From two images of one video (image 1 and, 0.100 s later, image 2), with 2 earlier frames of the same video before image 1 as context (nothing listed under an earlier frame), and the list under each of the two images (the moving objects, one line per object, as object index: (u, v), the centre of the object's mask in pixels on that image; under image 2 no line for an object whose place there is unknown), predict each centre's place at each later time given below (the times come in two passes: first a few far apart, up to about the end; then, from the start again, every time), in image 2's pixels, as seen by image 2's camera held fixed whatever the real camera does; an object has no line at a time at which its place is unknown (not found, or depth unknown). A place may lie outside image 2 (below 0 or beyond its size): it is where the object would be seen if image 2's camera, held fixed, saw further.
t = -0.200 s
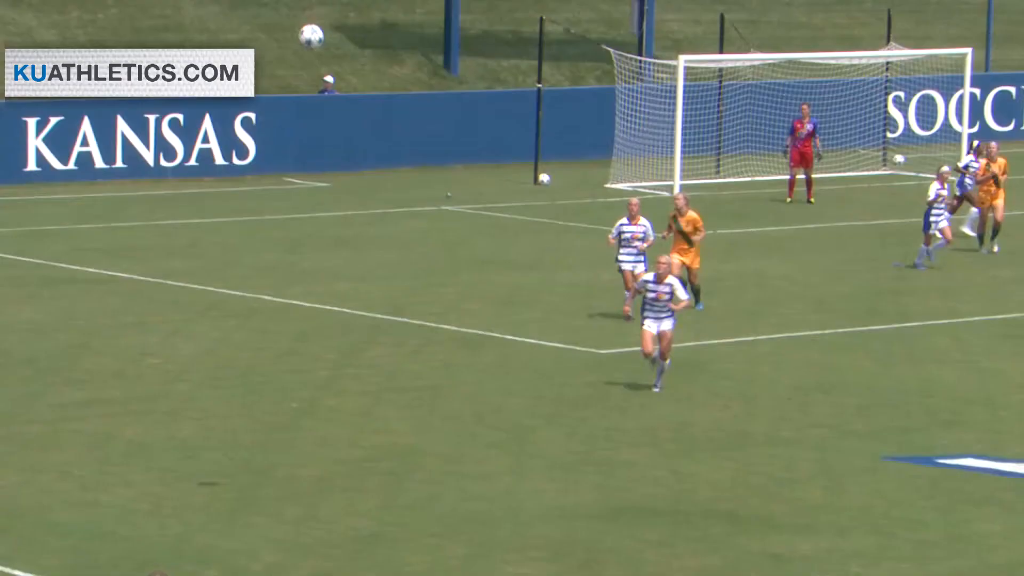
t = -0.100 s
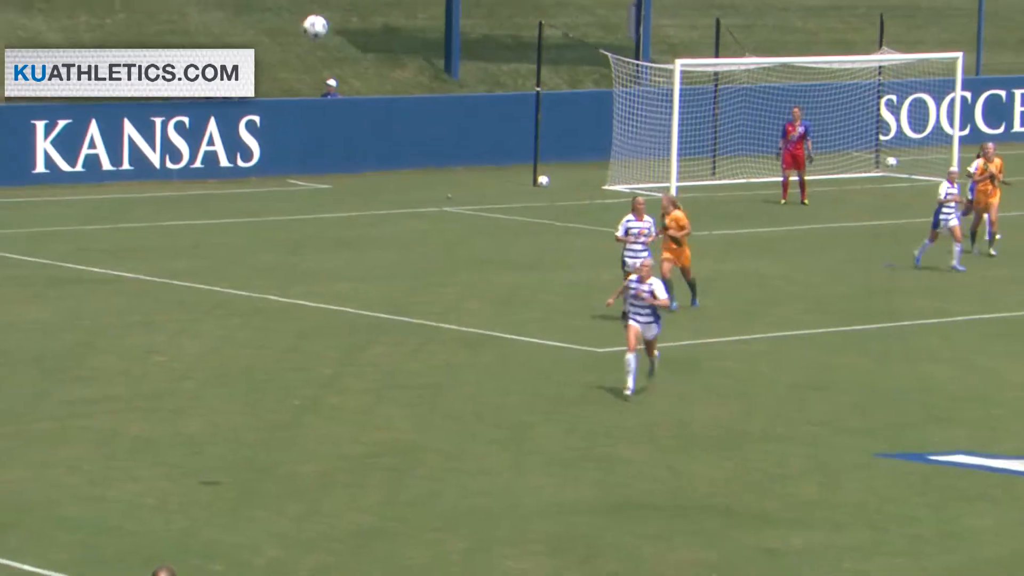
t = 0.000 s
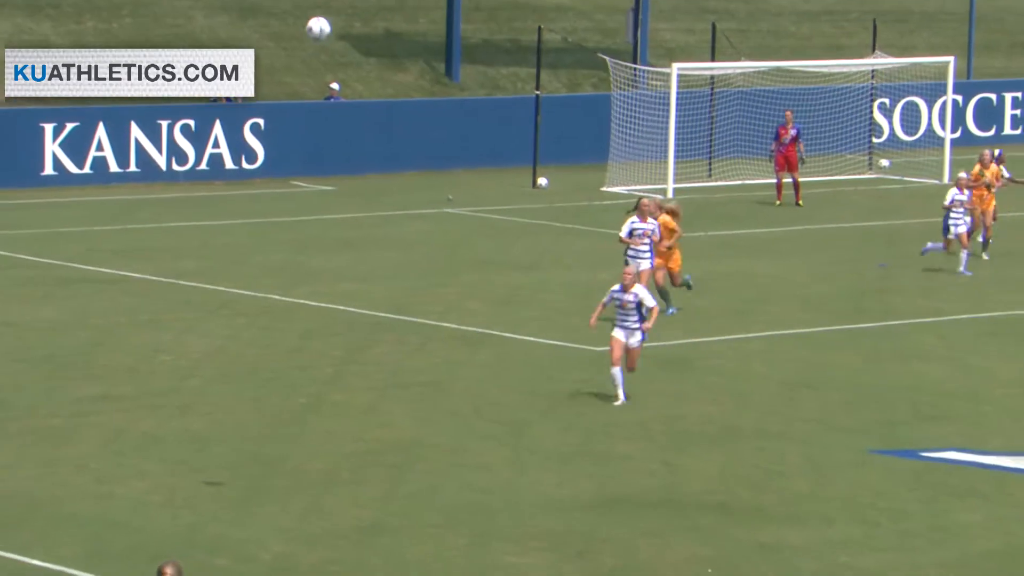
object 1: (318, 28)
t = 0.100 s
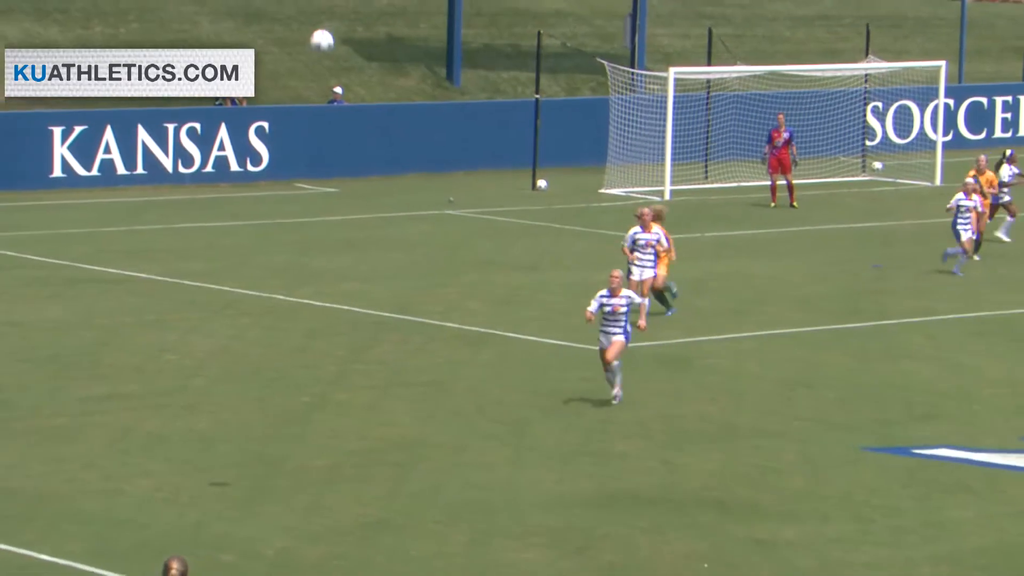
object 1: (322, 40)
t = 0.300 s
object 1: (319, 90)
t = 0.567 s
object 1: (314, 220)
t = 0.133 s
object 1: (322, 45)
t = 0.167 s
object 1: (321, 52)
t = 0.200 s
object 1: (321, 60)
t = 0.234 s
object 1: (321, 68)
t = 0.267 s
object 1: (320, 78)
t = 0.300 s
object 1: (319, 90)
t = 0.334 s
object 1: (319, 101)
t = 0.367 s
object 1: (318, 116)
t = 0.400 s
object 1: (317, 129)
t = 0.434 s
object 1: (316, 146)
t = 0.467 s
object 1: (315, 163)
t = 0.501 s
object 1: (315, 180)
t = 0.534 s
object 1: (314, 199)
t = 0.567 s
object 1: (314, 220)
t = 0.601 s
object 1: (313, 242)
